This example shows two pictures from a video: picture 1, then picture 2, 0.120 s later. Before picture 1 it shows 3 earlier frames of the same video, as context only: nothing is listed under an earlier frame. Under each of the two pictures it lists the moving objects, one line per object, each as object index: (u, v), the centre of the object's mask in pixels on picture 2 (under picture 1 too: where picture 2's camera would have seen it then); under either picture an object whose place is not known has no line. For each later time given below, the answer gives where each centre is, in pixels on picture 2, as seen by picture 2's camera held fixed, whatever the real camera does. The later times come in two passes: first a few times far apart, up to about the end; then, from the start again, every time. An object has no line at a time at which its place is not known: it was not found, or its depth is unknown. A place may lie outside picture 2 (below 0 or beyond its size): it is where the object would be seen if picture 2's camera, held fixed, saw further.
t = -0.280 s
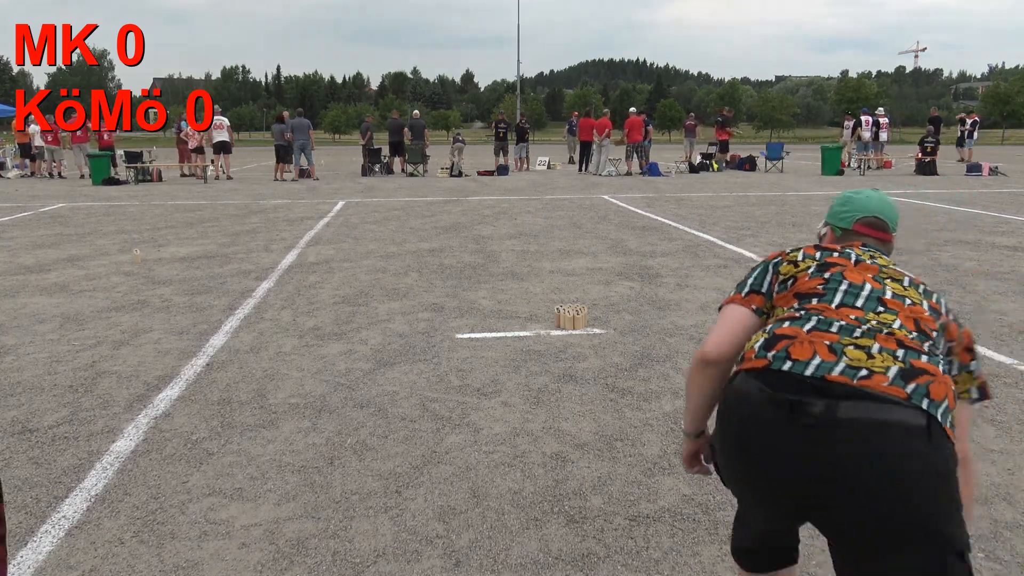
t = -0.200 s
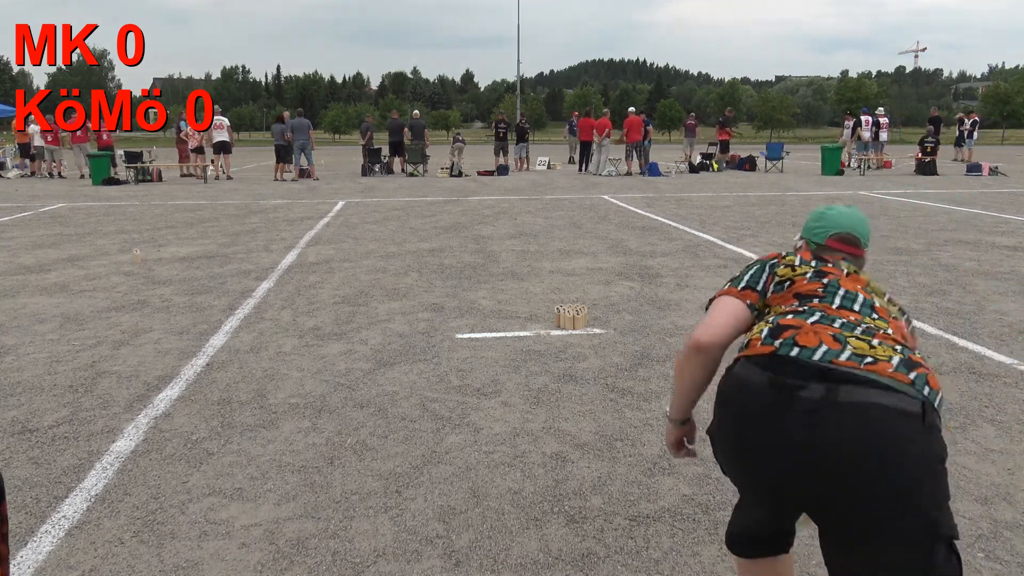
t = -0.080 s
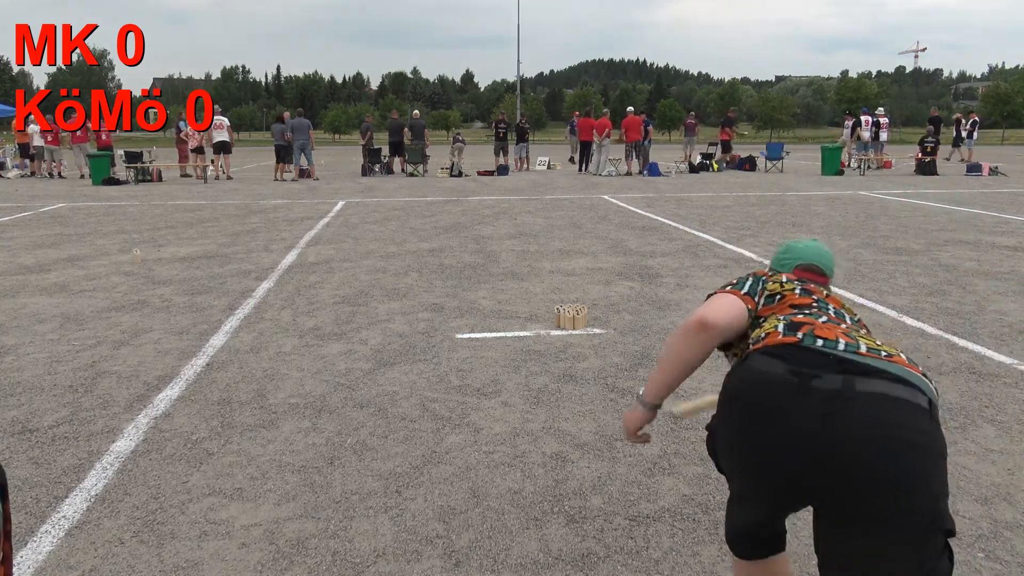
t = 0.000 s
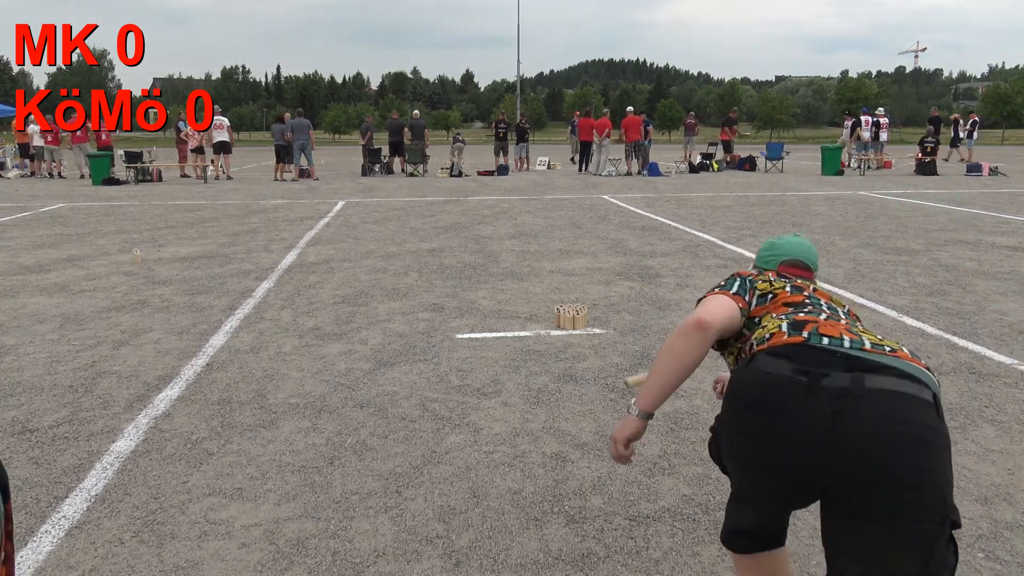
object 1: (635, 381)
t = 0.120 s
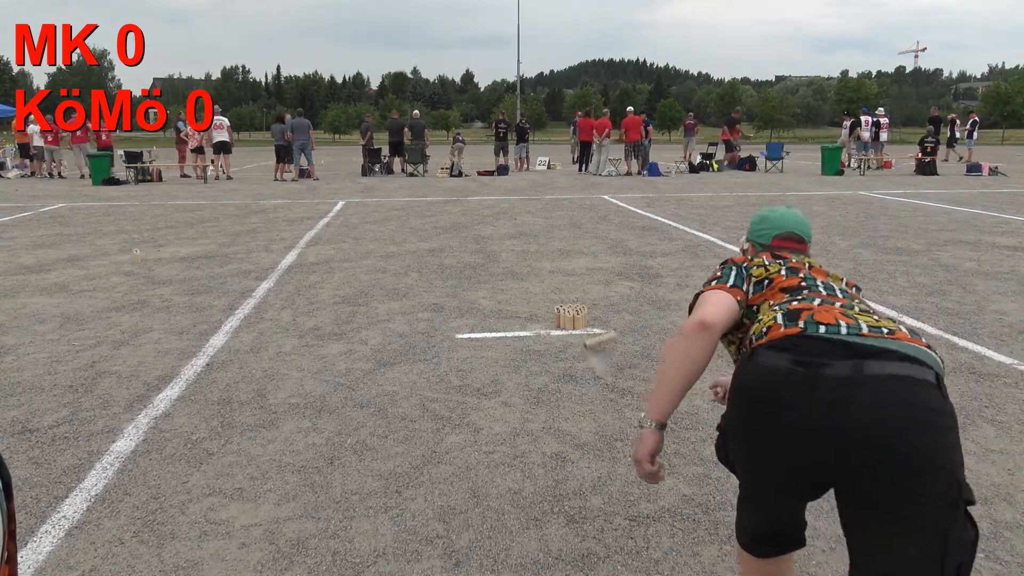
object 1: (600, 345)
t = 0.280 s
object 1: (594, 311)
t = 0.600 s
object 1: (638, 314)
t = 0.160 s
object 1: (588, 332)
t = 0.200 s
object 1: (585, 321)
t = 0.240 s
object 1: (591, 316)
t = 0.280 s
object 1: (594, 311)
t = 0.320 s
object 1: (600, 310)
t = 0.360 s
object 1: (607, 313)
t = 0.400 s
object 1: (614, 316)
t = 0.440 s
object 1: (616, 316)
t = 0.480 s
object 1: (621, 316)
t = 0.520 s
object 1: (630, 316)
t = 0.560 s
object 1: (634, 315)
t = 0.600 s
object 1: (638, 314)
